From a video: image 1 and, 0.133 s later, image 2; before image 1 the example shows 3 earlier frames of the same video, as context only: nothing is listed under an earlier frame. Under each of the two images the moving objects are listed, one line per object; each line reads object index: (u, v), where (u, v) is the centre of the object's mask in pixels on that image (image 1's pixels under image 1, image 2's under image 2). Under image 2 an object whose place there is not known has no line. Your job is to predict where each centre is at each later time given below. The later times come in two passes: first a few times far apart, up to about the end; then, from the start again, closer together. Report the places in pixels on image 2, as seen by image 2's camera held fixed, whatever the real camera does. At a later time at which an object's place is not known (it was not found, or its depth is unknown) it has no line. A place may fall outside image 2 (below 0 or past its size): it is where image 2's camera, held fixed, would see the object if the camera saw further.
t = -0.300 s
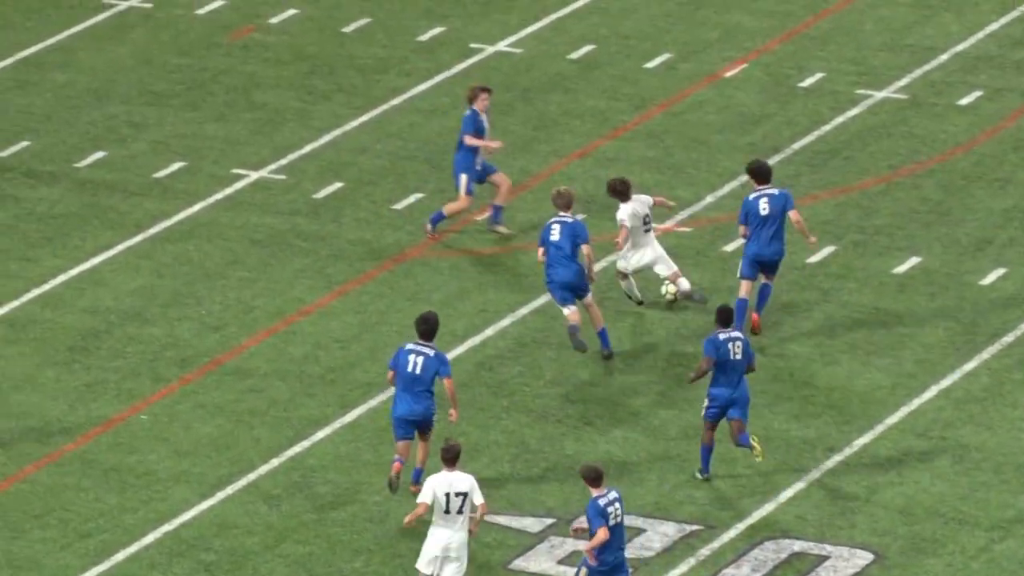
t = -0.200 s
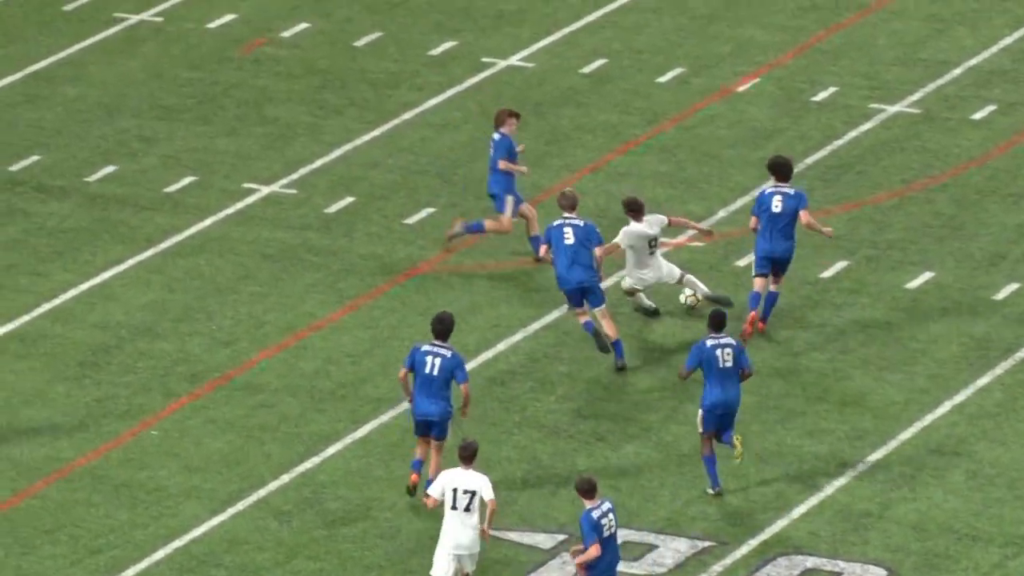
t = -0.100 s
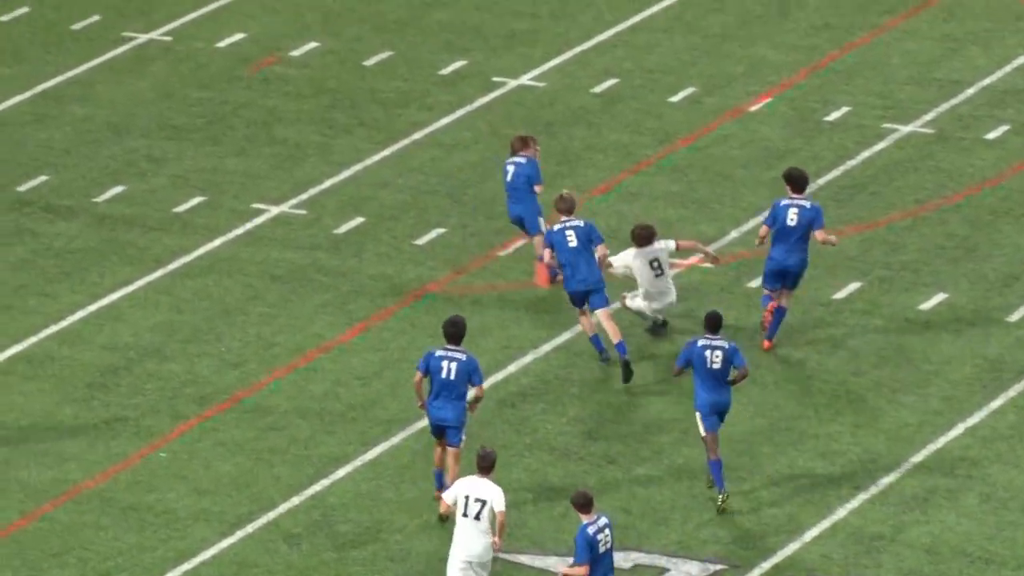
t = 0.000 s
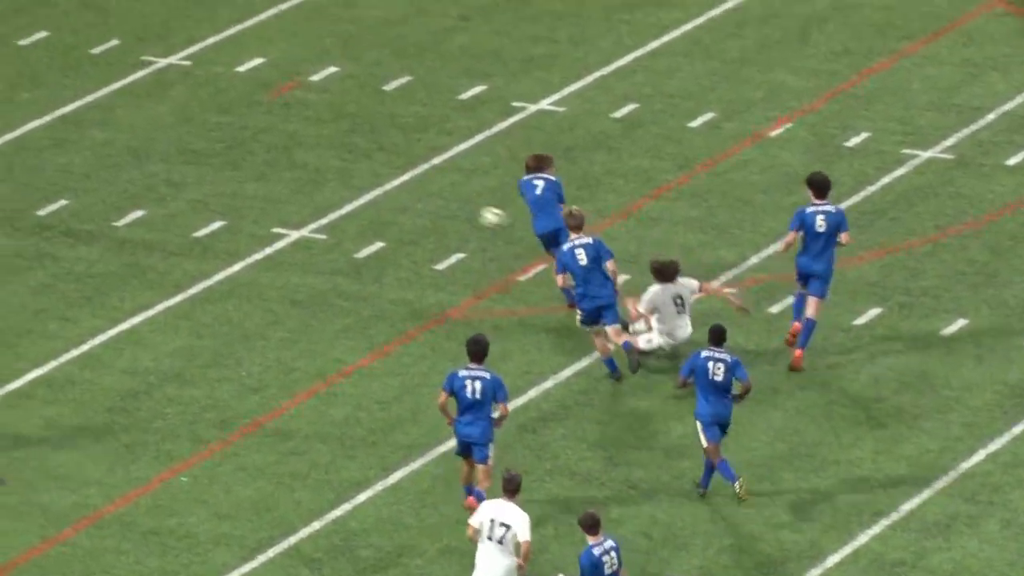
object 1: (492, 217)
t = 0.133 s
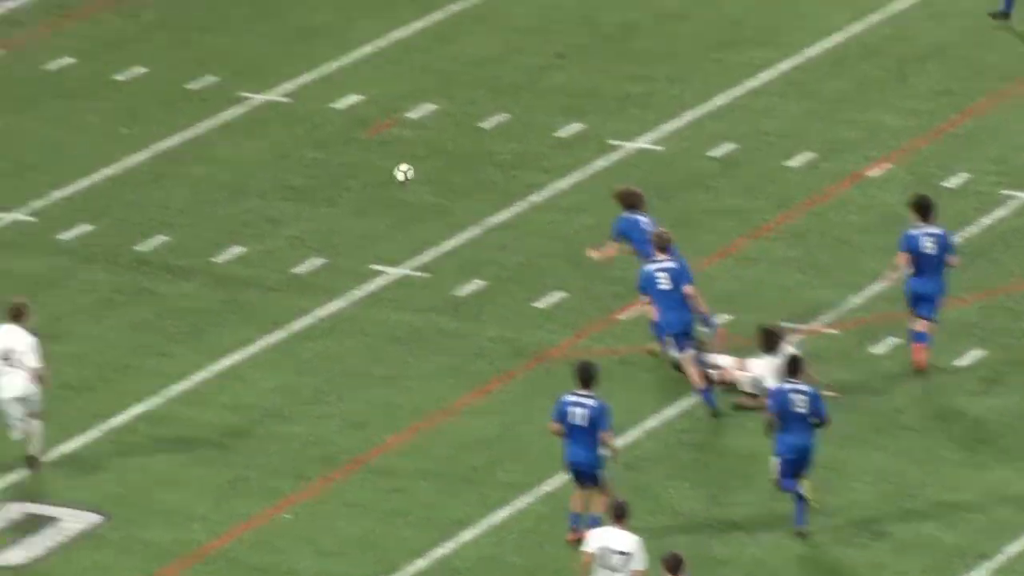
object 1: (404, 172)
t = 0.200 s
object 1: (315, 140)
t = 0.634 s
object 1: (-198, 23)
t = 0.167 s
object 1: (359, 155)
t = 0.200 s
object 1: (315, 140)
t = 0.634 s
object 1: (-198, 23)
